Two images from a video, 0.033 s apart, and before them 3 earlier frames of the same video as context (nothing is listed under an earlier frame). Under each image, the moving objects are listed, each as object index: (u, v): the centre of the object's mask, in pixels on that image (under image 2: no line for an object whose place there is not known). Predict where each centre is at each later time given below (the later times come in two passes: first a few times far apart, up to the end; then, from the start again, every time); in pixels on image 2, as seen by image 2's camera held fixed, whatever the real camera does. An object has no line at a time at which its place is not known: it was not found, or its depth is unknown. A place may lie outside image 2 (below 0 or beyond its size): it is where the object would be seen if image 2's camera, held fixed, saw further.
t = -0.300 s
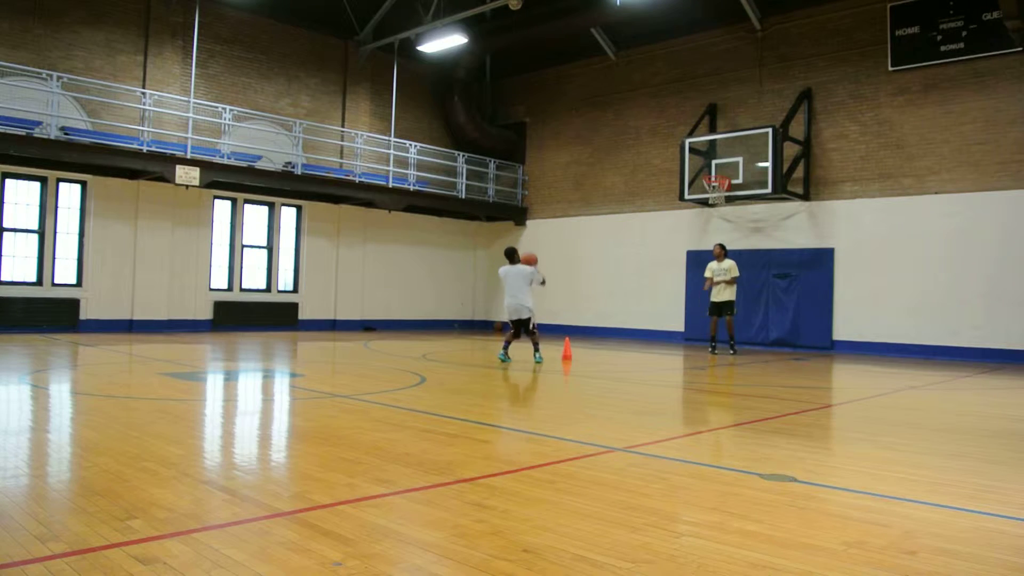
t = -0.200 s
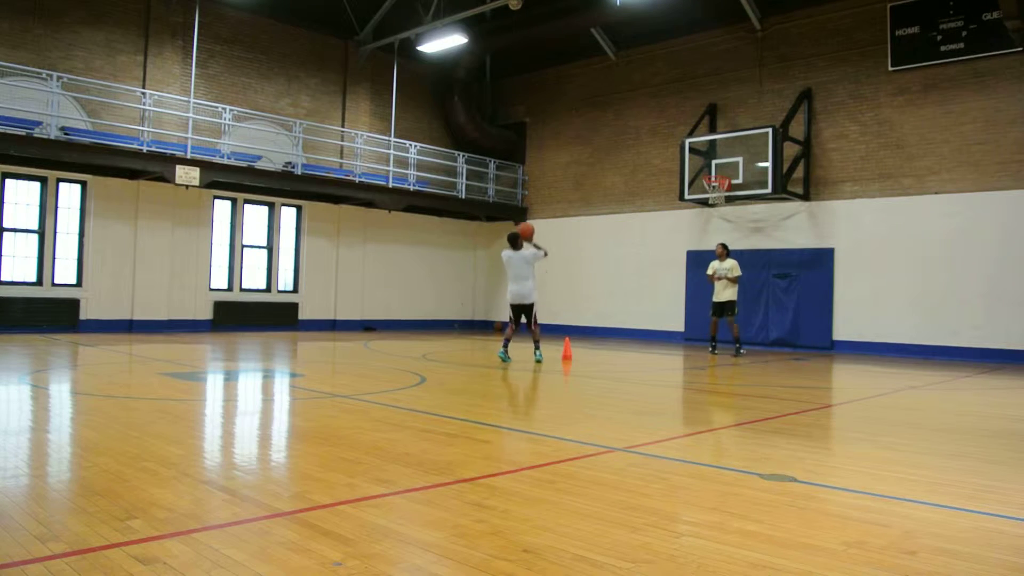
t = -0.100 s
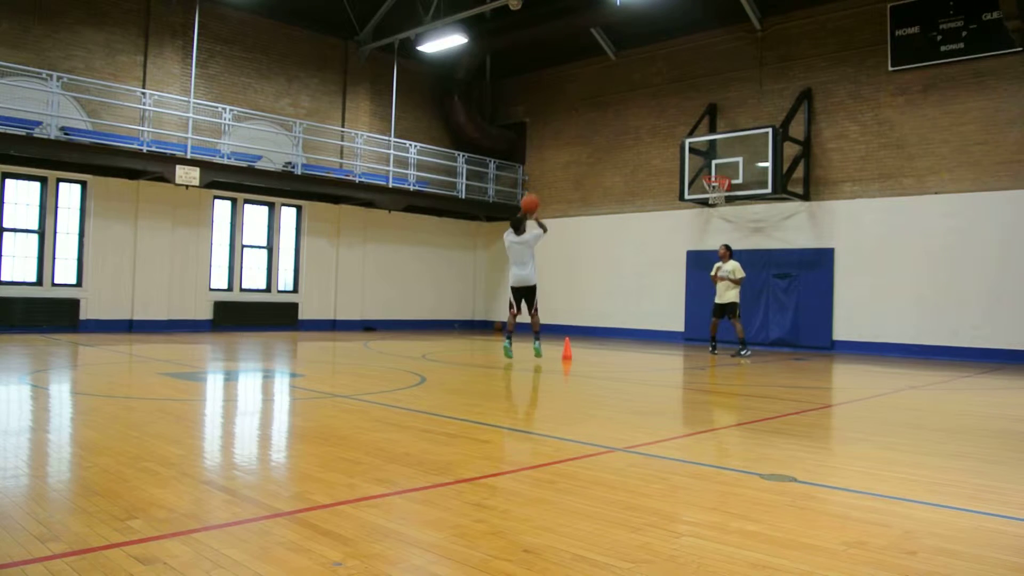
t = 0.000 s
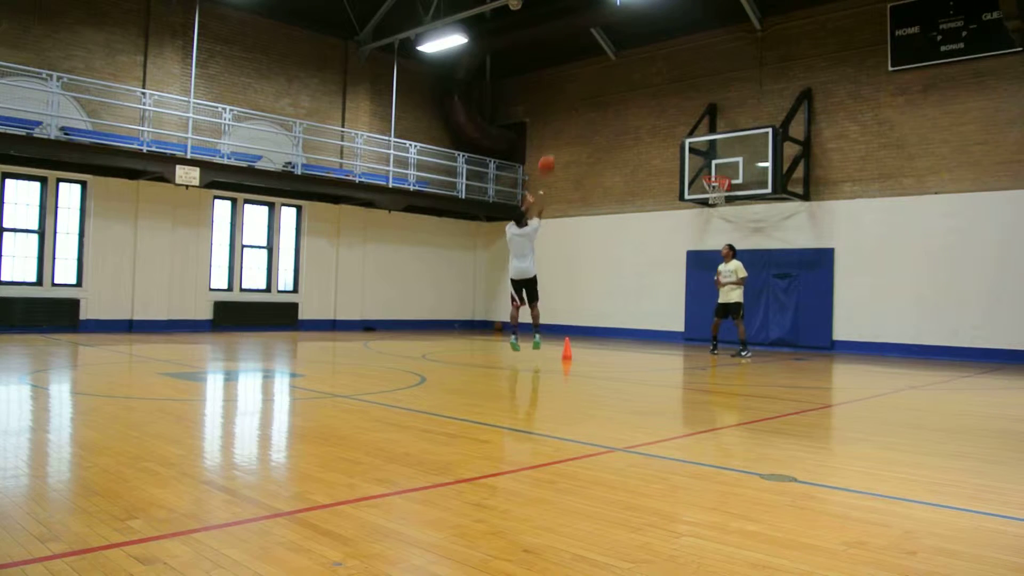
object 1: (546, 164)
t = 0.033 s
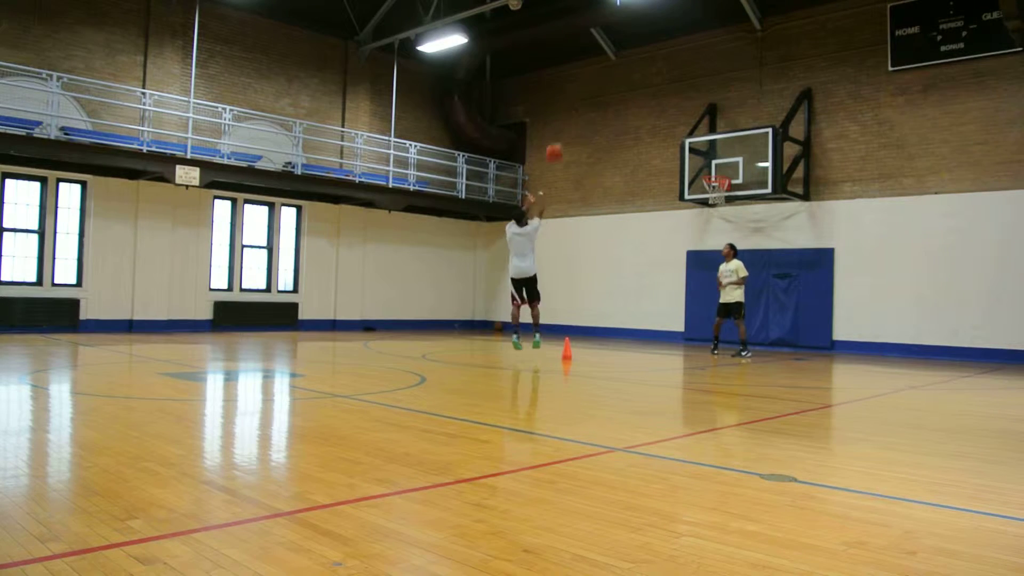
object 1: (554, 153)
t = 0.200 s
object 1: (587, 108)
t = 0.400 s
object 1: (621, 84)
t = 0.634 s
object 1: (655, 88)
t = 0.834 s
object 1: (680, 114)
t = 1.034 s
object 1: (701, 162)
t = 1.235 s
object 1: (693, 172)
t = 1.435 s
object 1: (664, 180)
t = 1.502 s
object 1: (655, 187)
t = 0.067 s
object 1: (561, 142)
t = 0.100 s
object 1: (568, 131)
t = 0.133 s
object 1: (574, 123)
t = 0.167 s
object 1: (580, 115)
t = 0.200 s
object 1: (587, 108)
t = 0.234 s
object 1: (593, 102)
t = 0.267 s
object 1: (599, 97)
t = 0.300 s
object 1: (605, 93)
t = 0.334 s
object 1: (610, 89)
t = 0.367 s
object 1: (616, 86)
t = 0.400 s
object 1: (621, 84)
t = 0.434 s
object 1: (627, 83)
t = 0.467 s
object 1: (632, 82)
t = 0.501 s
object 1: (636, 82)
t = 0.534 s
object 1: (641, 83)
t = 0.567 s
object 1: (646, 83)
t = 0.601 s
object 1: (650, 85)
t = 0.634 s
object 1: (655, 88)
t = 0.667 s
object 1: (659, 91)
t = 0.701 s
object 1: (664, 94)
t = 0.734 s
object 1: (668, 98)
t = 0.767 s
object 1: (672, 103)
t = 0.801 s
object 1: (676, 109)
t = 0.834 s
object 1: (680, 114)
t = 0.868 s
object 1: (683, 121)
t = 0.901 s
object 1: (688, 129)
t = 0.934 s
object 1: (691, 137)
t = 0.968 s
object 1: (694, 146)
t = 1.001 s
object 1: (699, 154)
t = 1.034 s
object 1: (701, 162)
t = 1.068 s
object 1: (705, 170)
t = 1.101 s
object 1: (706, 175)
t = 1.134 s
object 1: (706, 175)
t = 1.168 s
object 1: (702, 174)
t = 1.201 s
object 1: (698, 174)
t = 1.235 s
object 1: (693, 172)
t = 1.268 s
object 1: (689, 172)
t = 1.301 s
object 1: (683, 173)
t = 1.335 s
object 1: (679, 174)
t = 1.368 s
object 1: (673, 176)
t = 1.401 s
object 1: (670, 177)
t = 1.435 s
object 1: (664, 180)
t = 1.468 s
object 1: (660, 183)
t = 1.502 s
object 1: (655, 187)
